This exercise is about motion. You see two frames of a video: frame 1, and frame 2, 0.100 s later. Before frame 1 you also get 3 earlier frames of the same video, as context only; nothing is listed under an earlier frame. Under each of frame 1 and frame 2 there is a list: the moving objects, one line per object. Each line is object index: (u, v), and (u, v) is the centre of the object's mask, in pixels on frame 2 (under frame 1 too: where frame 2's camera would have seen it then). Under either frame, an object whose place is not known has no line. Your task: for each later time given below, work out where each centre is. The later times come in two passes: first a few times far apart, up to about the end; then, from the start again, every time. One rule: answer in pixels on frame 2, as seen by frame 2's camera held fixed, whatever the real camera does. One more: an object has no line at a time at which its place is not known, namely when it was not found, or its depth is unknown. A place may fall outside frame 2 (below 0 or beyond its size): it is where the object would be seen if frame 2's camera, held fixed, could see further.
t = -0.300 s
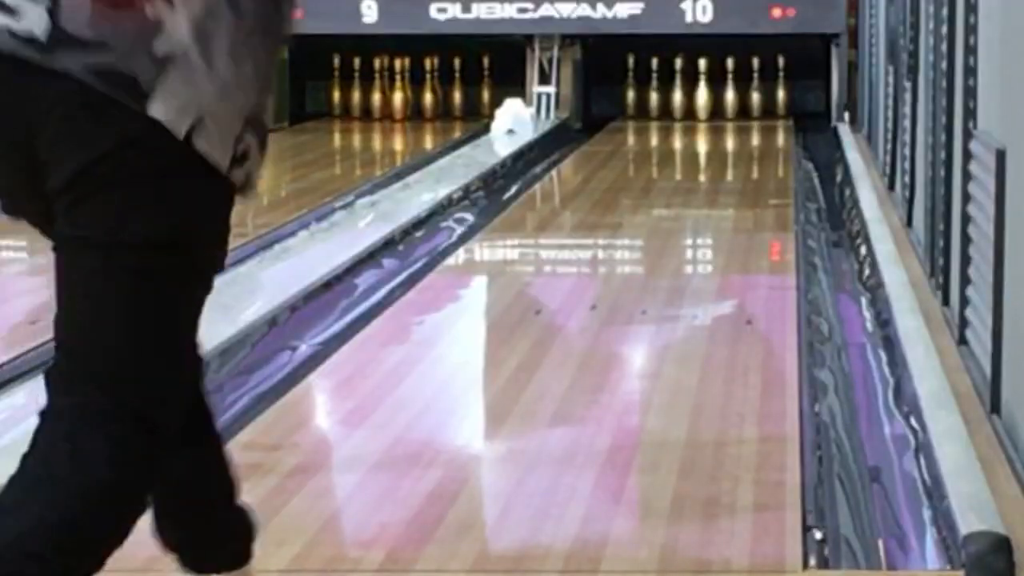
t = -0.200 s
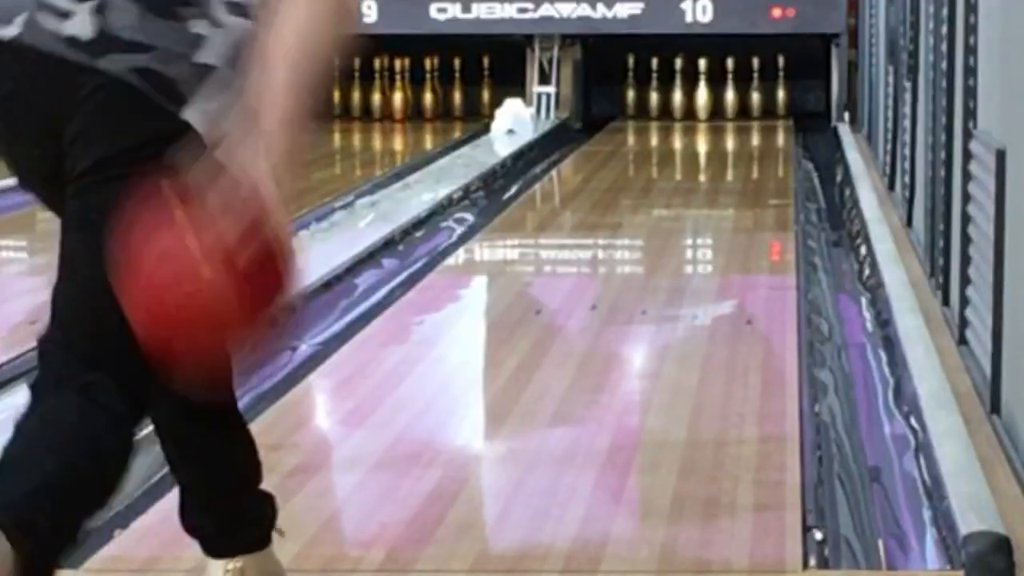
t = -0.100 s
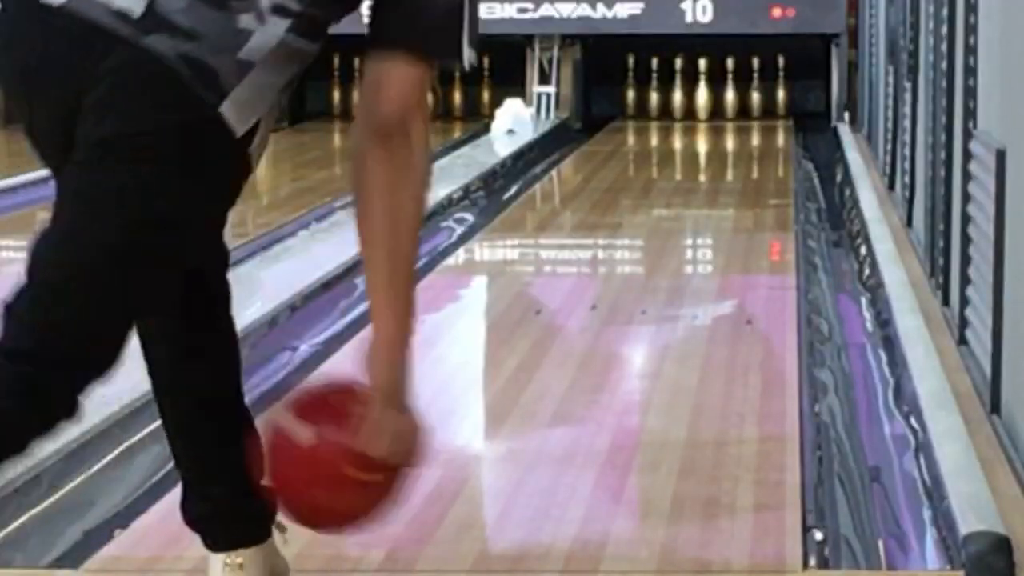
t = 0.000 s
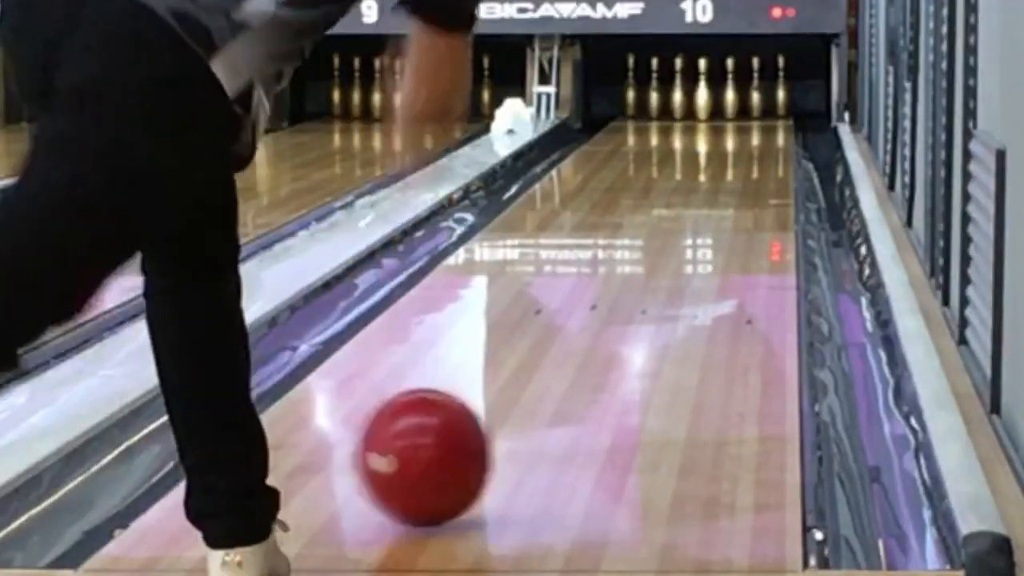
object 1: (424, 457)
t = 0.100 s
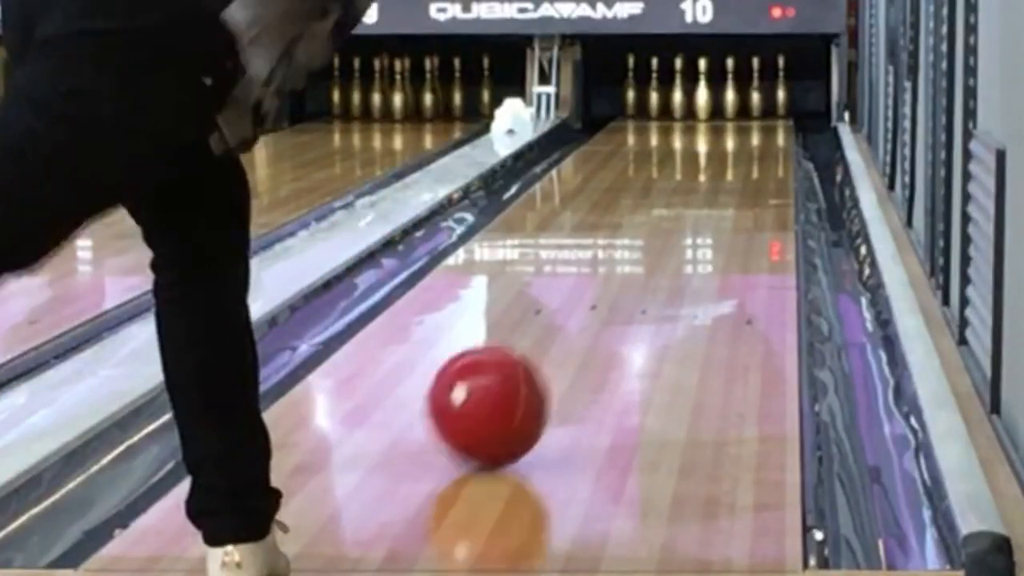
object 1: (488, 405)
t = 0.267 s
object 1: (566, 339)
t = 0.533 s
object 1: (647, 266)
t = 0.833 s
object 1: (704, 214)
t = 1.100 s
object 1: (736, 180)
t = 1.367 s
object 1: (757, 155)
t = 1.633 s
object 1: (765, 137)
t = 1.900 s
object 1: (758, 121)
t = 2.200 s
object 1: (731, 109)
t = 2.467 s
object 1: (713, 102)
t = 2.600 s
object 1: (714, 101)
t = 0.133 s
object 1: (507, 390)
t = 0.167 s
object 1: (523, 376)
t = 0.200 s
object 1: (537, 363)
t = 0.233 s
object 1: (552, 350)
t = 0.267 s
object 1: (566, 339)
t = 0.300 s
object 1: (578, 328)
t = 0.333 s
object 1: (590, 318)
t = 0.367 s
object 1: (601, 308)
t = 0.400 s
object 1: (611, 298)
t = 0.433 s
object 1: (621, 289)
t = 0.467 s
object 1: (631, 281)
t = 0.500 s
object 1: (639, 273)
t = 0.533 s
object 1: (647, 266)
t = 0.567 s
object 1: (655, 259)
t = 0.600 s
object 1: (663, 252)
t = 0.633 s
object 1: (669, 247)
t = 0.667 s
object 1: (676, 240)
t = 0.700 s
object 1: (682, 234)
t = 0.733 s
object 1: (688, 229)
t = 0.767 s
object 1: (694, 222)
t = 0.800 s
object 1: (700, 218)
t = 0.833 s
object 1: (704, 214)
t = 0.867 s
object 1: (709, 209)
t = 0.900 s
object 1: (714, 204)
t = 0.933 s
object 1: (718, 199)
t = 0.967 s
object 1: (722, 196)
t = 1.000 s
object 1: (725, 191)
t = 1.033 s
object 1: (729, 187)
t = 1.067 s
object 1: (733, 183)
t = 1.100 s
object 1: (736, 180)
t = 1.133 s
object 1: (740, 176)
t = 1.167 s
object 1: (742, 173)
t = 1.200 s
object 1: (745, 170)
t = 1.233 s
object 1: (748, 167)
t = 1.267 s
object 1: (750, 164)
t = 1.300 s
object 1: (753, 161)
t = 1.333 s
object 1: (755, 158)
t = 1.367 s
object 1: (757, 155)
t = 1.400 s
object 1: (759, 153)
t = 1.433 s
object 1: (760, 150)
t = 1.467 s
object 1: (762, 147)
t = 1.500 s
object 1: (763, 145)
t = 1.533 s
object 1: (764, 143)
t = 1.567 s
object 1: (765, 140)
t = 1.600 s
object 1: (766, 138)
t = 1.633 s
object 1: (765, 137)
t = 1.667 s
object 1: (766, 134)
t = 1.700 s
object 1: (766, 132)
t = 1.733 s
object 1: (765, 130)
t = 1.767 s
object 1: (764, 128)
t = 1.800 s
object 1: (763, 127)
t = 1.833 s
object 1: (762, 125)
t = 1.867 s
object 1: (760, 123)
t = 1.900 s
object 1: (758, 121)
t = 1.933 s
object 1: (756, 120)
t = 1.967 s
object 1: (753, 118)
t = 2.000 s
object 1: (751, 117)
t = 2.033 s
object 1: (749, 116)
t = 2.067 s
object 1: (745, 114)
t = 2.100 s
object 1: (742, 112)
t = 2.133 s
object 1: (738, 112)
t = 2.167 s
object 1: (735, 110)
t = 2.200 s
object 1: (731, 109)
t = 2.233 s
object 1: (727, 108)
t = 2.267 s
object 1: (724, 107)
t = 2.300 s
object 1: (721, 104)
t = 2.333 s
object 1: (718, 104)
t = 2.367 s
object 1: (714, 104)
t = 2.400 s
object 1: (715, 103)
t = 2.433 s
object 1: (713, 103)
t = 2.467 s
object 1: (713, 102)
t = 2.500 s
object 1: (712, 102)
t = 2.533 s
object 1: (713, 102)
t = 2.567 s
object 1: (714, 101)
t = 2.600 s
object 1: (714, 101)
